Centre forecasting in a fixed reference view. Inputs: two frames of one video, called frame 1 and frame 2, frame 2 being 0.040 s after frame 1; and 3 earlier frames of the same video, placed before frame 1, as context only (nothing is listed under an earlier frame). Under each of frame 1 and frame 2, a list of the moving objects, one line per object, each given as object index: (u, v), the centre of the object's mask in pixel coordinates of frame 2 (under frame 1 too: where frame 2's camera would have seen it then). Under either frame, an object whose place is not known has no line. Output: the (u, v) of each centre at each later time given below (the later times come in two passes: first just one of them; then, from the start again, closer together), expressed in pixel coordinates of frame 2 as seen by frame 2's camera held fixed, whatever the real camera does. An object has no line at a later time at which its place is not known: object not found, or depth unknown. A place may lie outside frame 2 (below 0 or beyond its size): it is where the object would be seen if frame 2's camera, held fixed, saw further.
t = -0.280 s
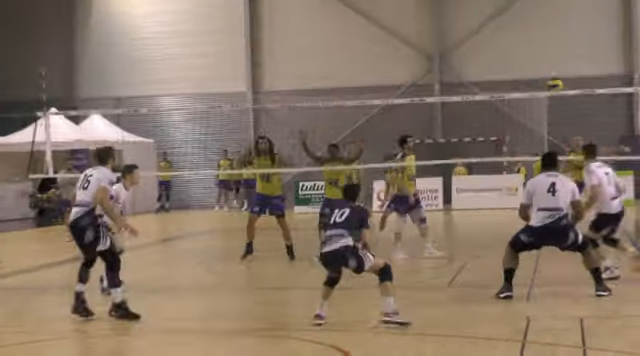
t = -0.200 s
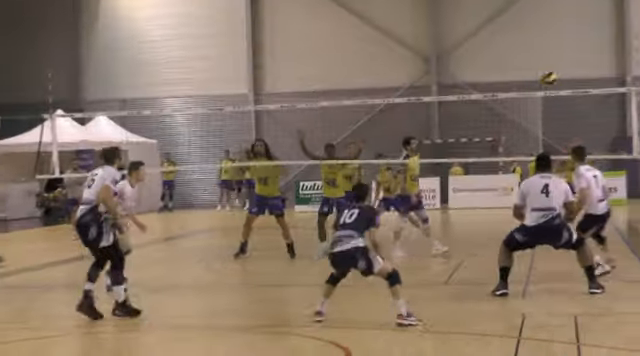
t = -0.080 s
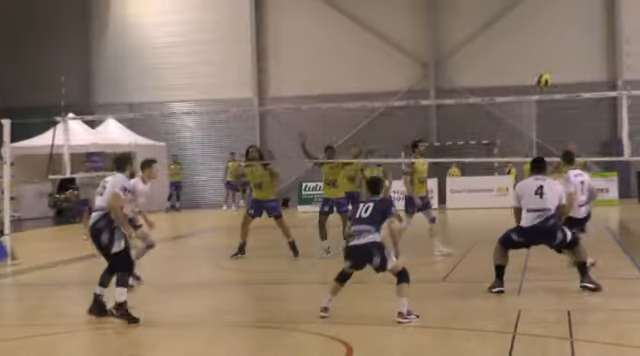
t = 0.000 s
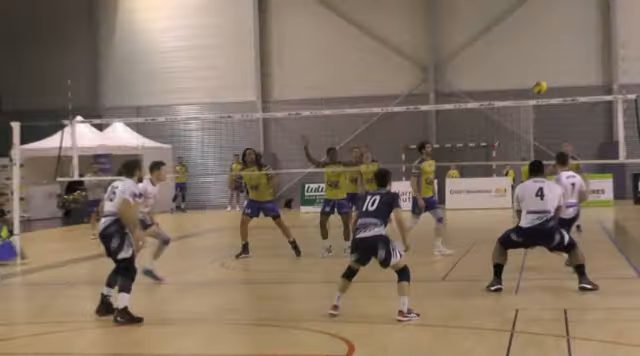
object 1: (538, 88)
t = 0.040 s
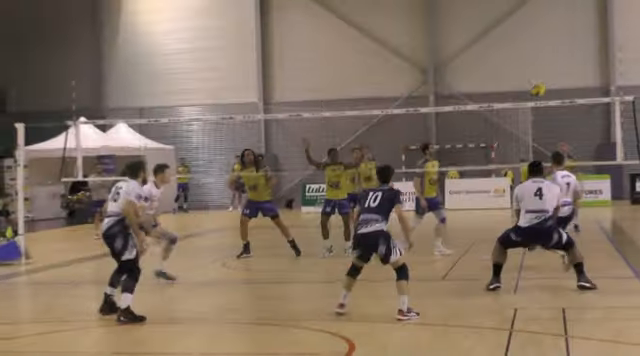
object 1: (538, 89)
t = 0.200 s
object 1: (532, 117)
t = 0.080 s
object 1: (538, 92)
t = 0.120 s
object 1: (536, 94)
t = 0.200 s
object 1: (532, 117)
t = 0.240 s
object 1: (531, 122)
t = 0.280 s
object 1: (531, 132)
